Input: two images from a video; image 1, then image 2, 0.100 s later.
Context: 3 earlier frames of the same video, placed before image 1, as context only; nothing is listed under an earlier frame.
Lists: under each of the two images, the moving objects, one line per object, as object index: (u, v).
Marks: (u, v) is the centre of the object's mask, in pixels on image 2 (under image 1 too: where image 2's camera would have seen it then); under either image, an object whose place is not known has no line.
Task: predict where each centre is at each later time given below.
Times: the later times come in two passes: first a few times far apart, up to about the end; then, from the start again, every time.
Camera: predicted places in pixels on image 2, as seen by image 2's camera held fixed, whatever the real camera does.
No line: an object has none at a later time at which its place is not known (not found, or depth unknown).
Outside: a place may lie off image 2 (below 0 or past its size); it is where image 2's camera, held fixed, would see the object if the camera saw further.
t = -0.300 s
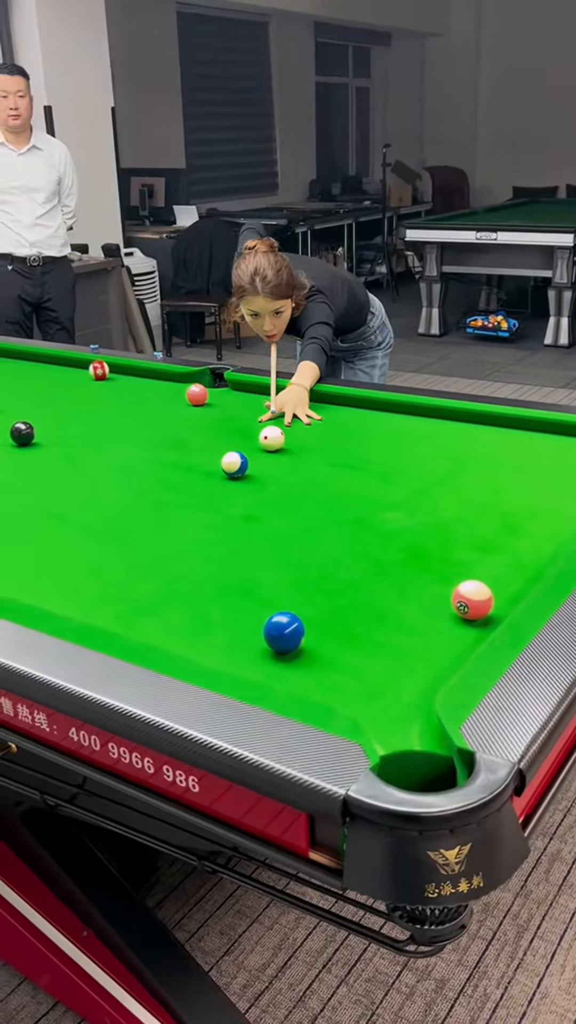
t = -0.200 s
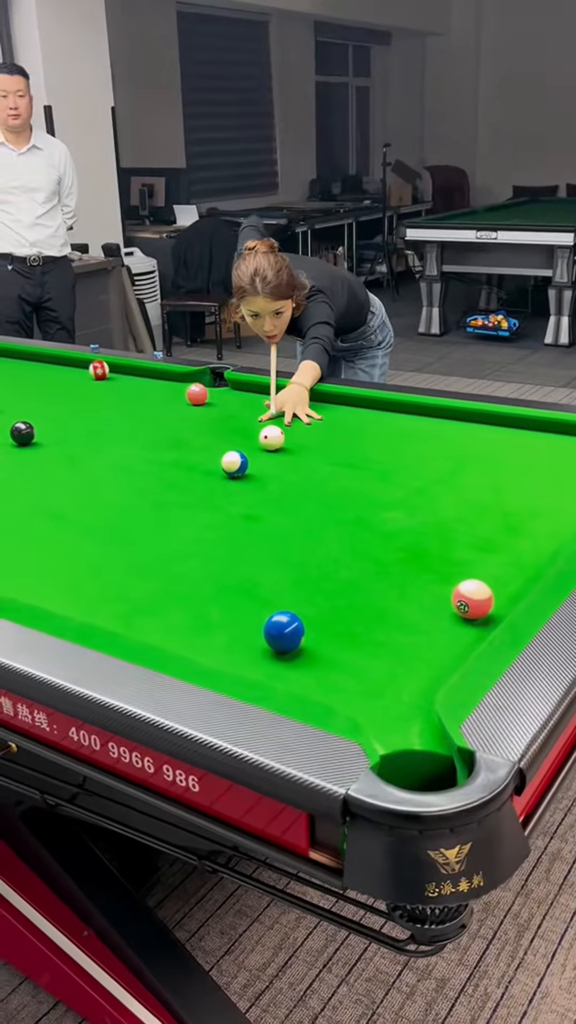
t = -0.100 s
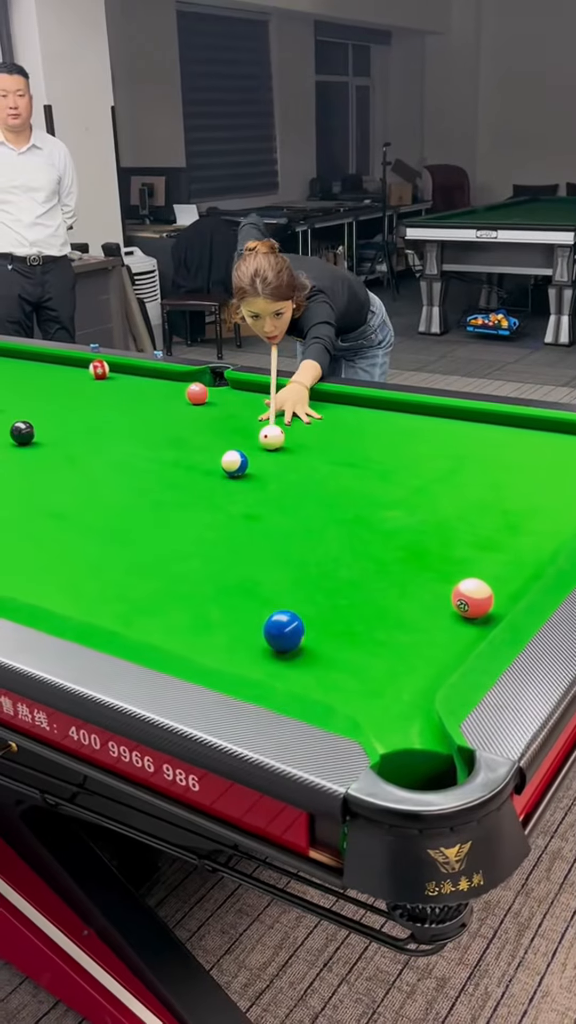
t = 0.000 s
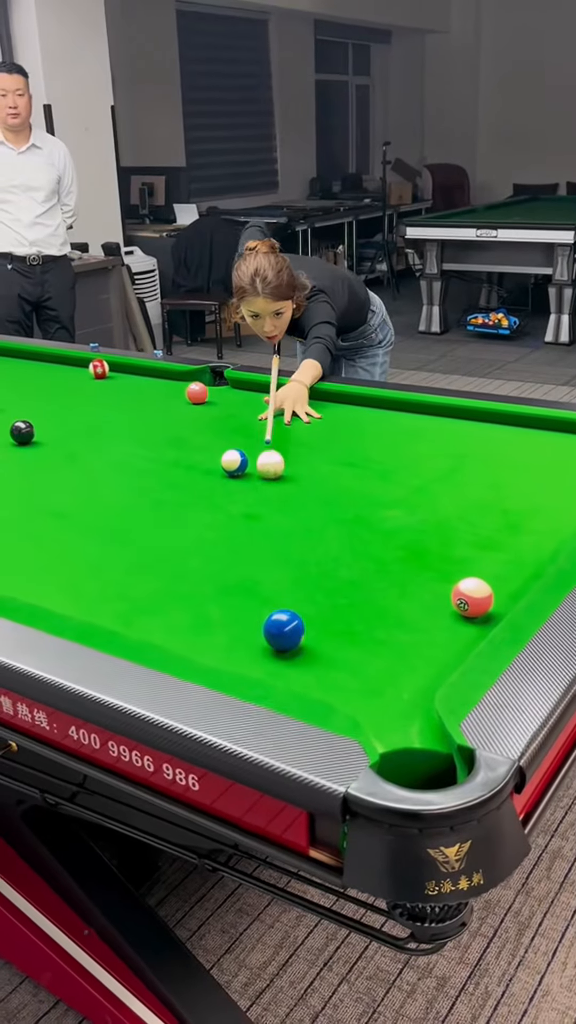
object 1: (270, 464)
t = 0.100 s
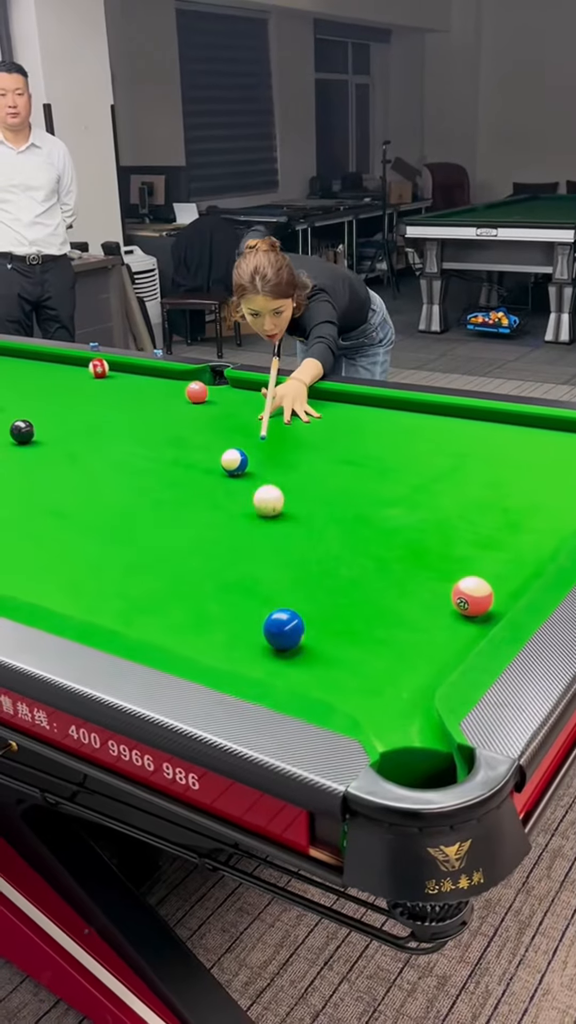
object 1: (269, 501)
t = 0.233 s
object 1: (265, 560)
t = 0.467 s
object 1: (186, 638)
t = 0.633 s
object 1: (228, 600)
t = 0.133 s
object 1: (268, 514)
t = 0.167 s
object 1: (267, 528)
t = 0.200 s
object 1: (266, 544)
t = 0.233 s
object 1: (265, 560)
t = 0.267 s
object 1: (264, 579)
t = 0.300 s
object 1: (262, 598)
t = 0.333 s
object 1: (255, 615)
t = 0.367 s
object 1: (235, 623)
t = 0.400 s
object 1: (214, 632)
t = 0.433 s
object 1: (194, 638)
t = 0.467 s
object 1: (186, 638)
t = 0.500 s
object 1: (195, 632)
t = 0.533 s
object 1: (205, 622)
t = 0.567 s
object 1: (213, 614)
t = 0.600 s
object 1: (221, 606)
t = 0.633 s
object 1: (228, 600)
